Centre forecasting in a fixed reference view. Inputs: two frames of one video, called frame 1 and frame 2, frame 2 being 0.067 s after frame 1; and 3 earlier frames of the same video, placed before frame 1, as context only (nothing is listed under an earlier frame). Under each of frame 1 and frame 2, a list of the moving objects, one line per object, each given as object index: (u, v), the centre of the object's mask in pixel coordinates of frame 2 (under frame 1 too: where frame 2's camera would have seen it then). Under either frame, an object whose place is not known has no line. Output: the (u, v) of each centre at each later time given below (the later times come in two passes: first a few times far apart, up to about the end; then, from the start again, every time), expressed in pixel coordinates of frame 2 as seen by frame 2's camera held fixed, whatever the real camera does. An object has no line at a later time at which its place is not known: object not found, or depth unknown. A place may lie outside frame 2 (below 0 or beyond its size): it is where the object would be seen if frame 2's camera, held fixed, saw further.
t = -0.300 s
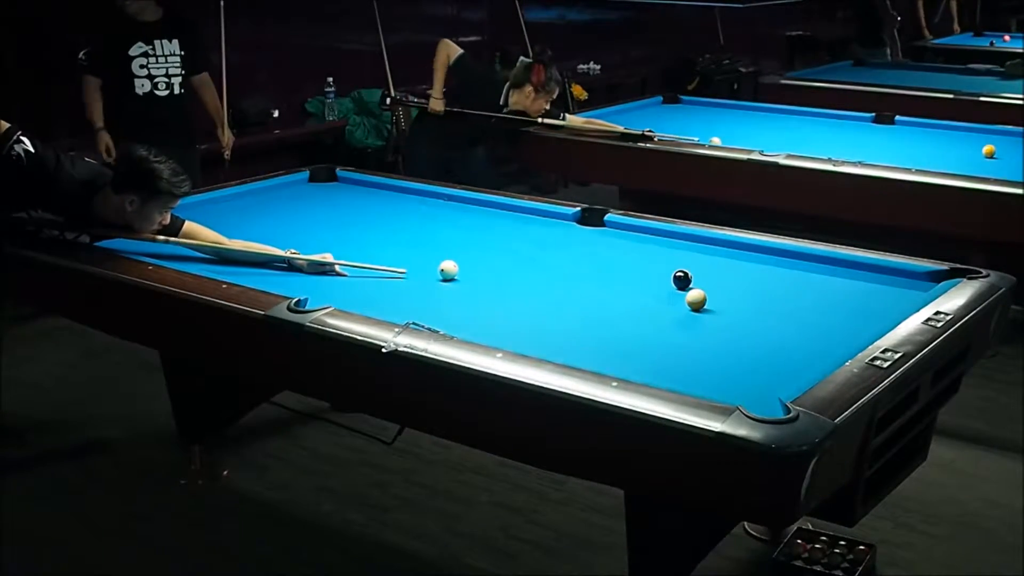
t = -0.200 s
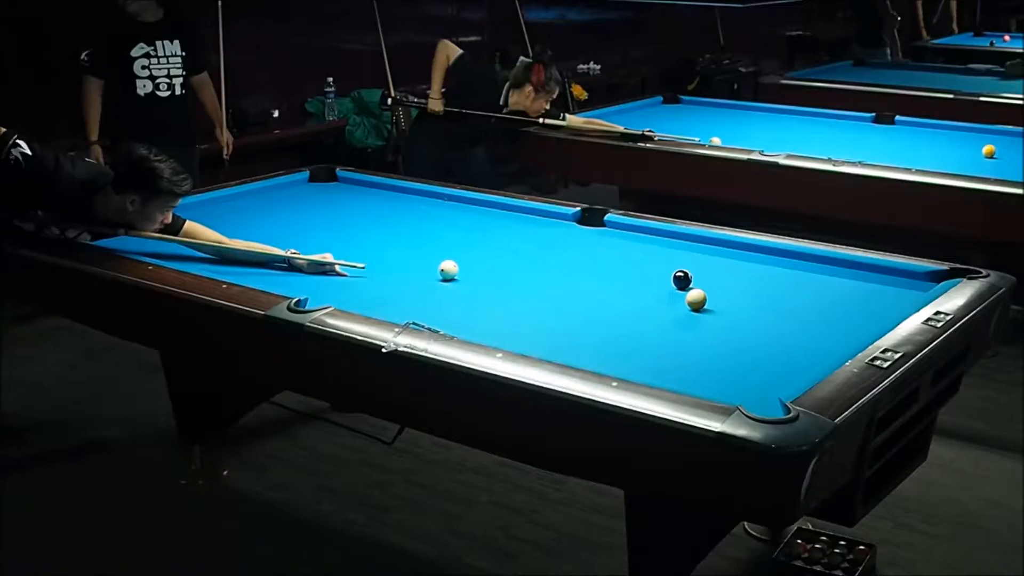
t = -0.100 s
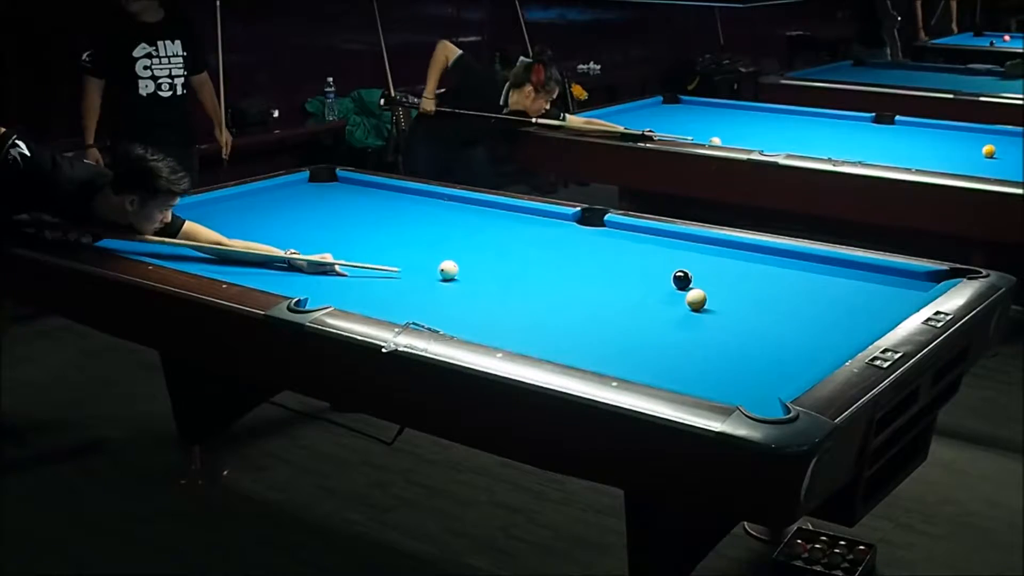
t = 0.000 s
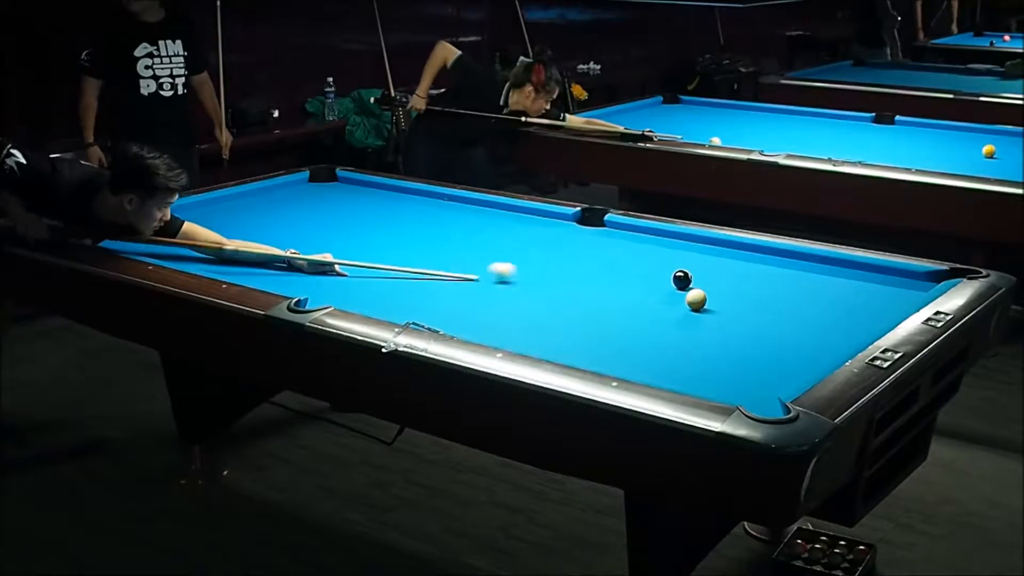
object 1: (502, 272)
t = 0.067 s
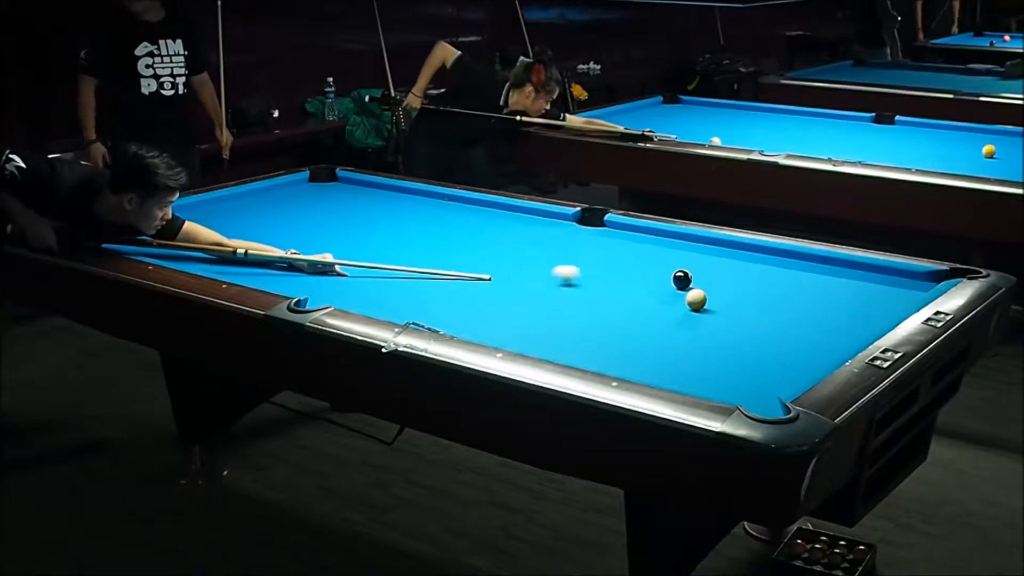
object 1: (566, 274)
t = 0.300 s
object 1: (660, 282)
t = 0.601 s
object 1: (641, 286)
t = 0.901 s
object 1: (624, 290)
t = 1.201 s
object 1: (608, 294)
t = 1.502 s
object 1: (593, 298)
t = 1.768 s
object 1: (582, 300)
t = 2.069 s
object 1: (571, 303)
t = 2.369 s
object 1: (562, 305)
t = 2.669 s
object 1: (555, 306)
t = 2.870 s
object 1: (552, 307)
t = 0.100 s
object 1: (597, 275)
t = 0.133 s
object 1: (627, 276)
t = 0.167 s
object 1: (655, 278)
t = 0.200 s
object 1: (663, 280)
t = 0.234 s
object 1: (663, 281)
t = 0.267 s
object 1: (662, 281)
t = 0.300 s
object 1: (660, 282)
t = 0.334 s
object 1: (658, 282)
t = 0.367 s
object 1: (656, 283)
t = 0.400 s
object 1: (653, 284)
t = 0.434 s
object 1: (651, 284)
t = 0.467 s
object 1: (649, 284)
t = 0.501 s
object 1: (647, 285)
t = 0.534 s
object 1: (645, 285)
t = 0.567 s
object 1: (643, 286)
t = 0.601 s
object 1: (641, 286)
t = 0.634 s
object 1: (639, 287)
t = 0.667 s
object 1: (637, 287)
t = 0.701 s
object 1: (635, 288)
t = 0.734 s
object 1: (633, 288)
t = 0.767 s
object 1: (631, 289)
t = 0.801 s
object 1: (629, 289)
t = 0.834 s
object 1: (627, 290)
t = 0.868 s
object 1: (626, 290)
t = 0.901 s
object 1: (624, 290)
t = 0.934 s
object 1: (622, 291)
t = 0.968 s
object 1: (620, 291)
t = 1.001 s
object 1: (618, 292)
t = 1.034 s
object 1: (616, 292)
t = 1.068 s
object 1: (615, 293)
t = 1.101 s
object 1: (613, 293)
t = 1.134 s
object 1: (611, 294)
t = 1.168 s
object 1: (610, 294)
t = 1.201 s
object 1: (608, 294)
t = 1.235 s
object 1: (606, 295)
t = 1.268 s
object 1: (605, 295)
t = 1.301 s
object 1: (603, 296)
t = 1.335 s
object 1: (601, 296)
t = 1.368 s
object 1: (600, 296)
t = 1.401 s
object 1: (598, 297)
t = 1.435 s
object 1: (597, 297)
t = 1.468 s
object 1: (595, 297)
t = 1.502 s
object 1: (593, 298)
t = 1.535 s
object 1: (592, 298)
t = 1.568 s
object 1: (590, 298)
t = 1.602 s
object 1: (589, 298)
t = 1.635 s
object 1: (588, 299)
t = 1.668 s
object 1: (586, 299)
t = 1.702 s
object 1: (585, 299)
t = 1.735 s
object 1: (583, 300)
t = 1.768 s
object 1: (582, 300)
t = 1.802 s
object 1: (581, 300)
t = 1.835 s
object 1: (580, 301)
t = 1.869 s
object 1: (578, 301)
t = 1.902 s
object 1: (577, 301)
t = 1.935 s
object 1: (576, 302)
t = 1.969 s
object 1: (575, 302)
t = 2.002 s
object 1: (574, 302)
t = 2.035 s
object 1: (573, 302)
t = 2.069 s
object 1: (571, 303)
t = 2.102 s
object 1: (571, 303)
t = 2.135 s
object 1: (569, 303)
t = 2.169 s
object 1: (568, 303)
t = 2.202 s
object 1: (567, 304)
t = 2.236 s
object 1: (566, 304)
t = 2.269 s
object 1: (565, 304)
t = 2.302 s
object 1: (564, 304)
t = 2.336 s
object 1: (563, 305)
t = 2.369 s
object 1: (562, 305)
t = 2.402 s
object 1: (562, 305)
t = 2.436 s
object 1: (561, 305)
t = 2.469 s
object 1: (560, 305)
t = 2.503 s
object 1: (559, 305)
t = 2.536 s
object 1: (558, 306)
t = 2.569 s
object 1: (557, 306)
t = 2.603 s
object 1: (557, 306)
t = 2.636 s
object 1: (556, 306)
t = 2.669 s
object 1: (555, 306)
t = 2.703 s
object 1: (555, 306)
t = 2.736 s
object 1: (554, 307)
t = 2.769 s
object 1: (554, 307)
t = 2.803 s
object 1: (553, 307)
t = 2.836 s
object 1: (552, 307)
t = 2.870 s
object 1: (552, 307)
